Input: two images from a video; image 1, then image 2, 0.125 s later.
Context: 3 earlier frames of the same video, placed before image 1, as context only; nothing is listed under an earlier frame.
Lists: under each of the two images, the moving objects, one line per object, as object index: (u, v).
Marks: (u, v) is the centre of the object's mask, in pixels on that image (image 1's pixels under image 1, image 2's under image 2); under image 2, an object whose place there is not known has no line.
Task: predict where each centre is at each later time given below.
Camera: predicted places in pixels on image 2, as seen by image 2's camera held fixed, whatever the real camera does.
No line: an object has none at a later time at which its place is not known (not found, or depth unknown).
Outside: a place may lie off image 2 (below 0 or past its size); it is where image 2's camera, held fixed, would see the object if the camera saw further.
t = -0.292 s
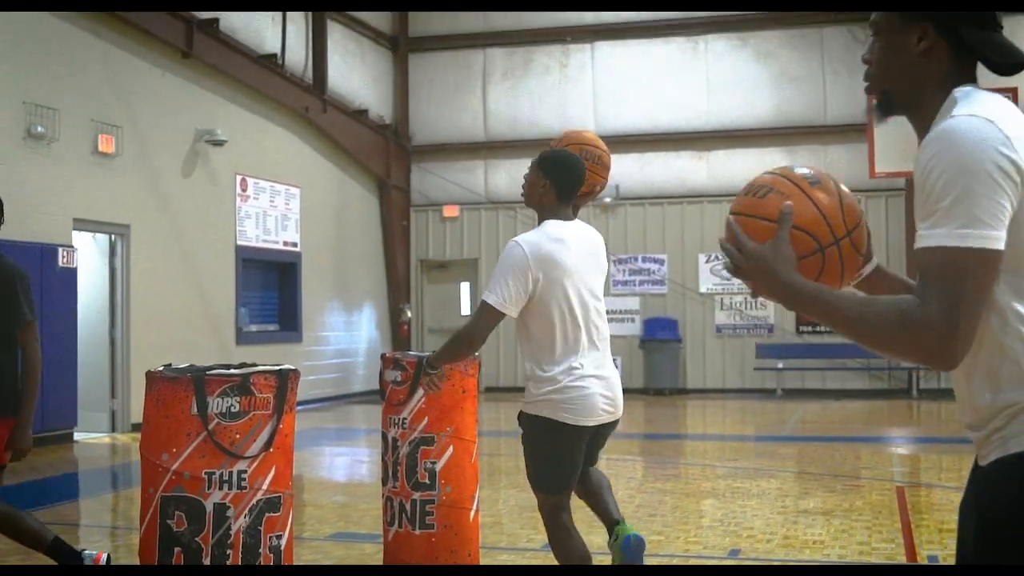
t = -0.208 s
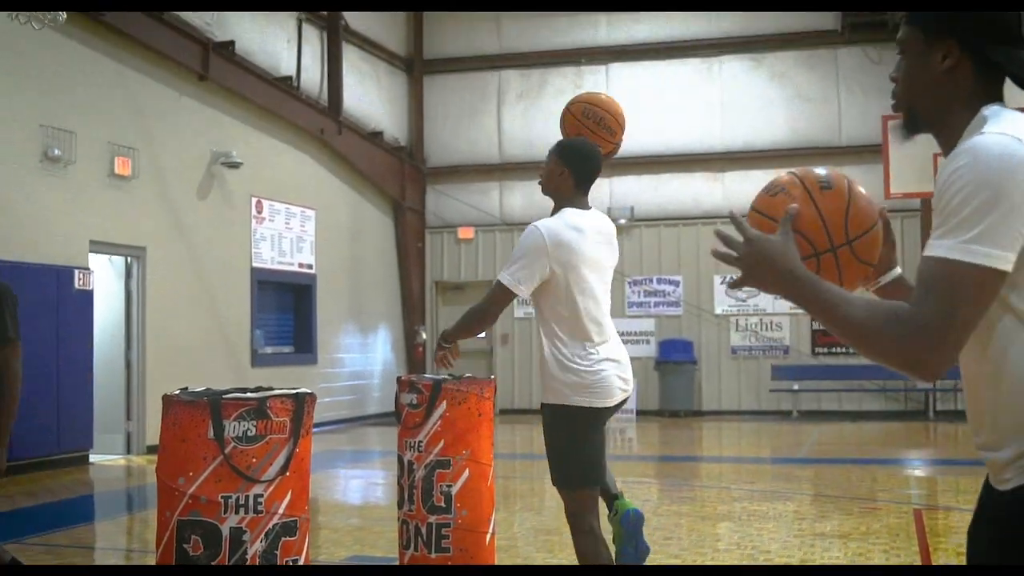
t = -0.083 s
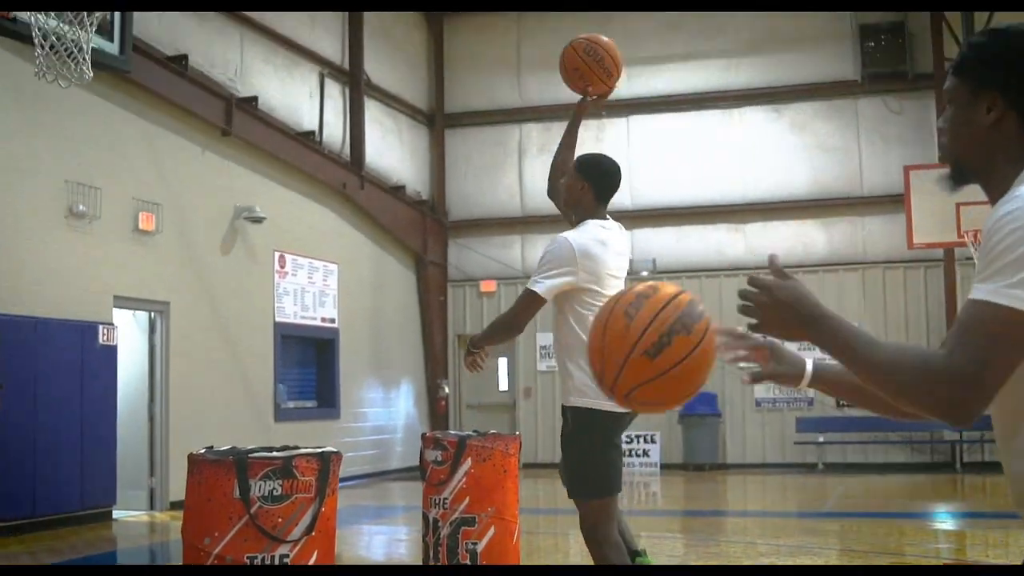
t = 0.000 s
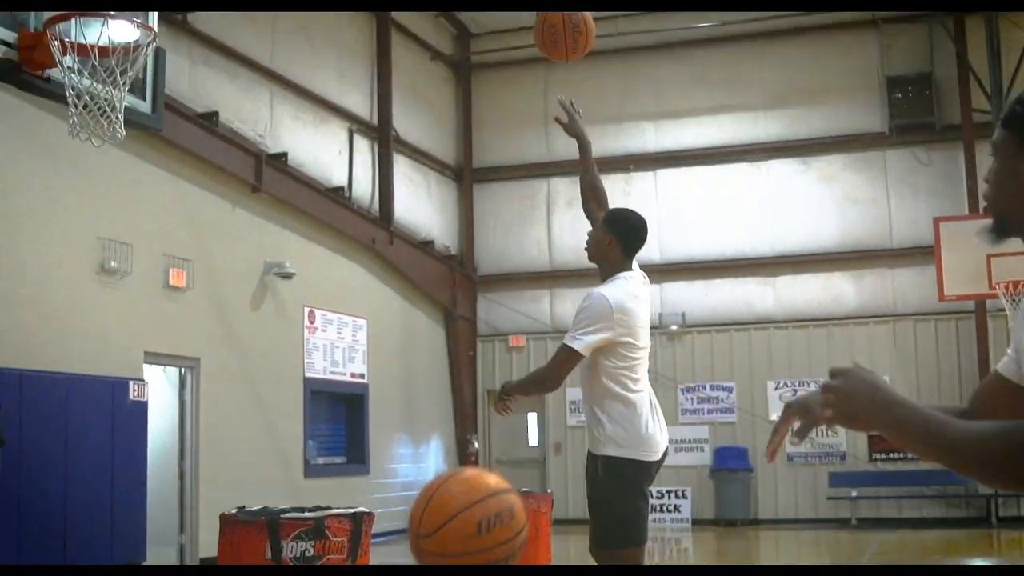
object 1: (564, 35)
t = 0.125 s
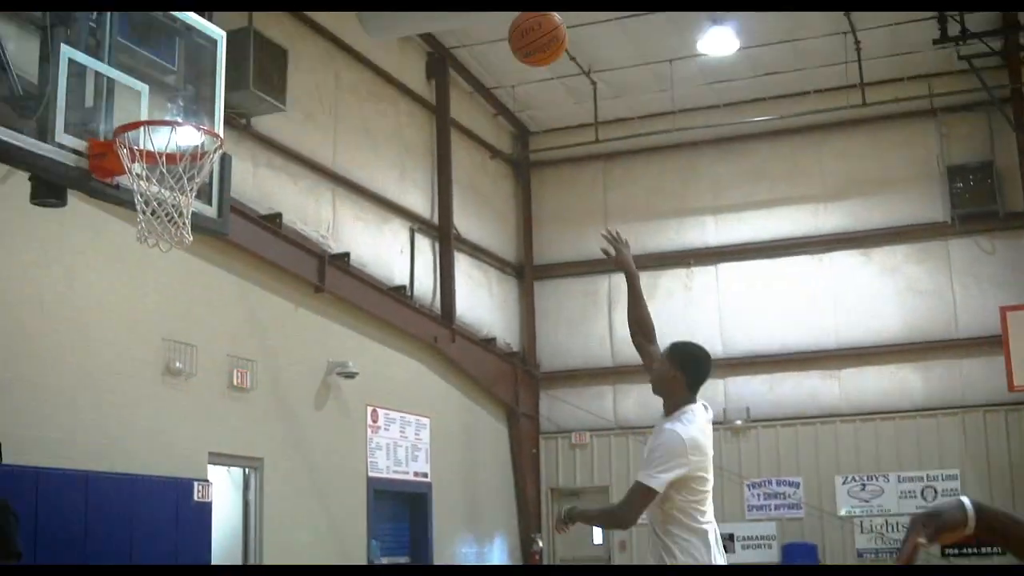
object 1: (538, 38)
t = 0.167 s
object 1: (510, 15)
